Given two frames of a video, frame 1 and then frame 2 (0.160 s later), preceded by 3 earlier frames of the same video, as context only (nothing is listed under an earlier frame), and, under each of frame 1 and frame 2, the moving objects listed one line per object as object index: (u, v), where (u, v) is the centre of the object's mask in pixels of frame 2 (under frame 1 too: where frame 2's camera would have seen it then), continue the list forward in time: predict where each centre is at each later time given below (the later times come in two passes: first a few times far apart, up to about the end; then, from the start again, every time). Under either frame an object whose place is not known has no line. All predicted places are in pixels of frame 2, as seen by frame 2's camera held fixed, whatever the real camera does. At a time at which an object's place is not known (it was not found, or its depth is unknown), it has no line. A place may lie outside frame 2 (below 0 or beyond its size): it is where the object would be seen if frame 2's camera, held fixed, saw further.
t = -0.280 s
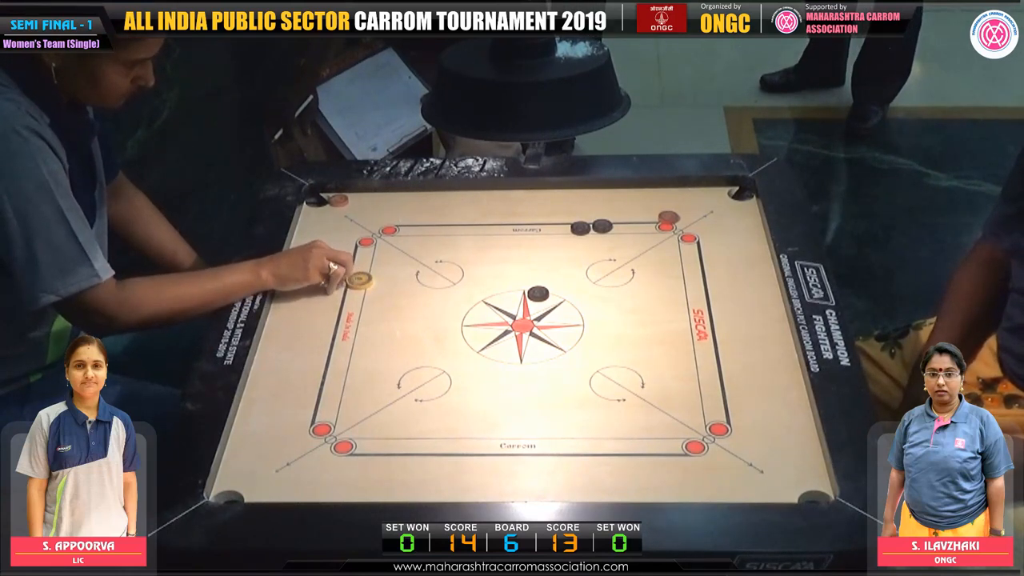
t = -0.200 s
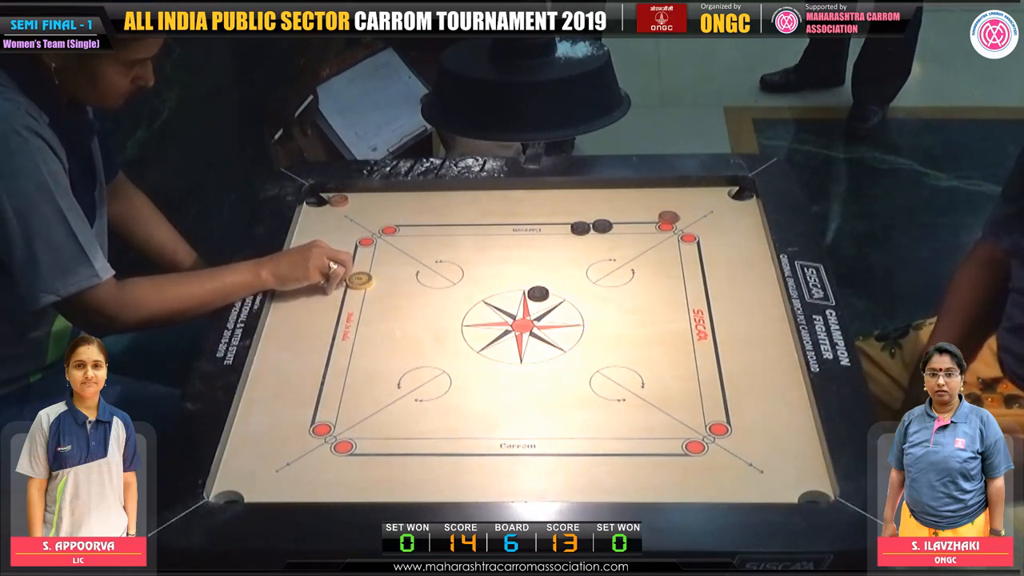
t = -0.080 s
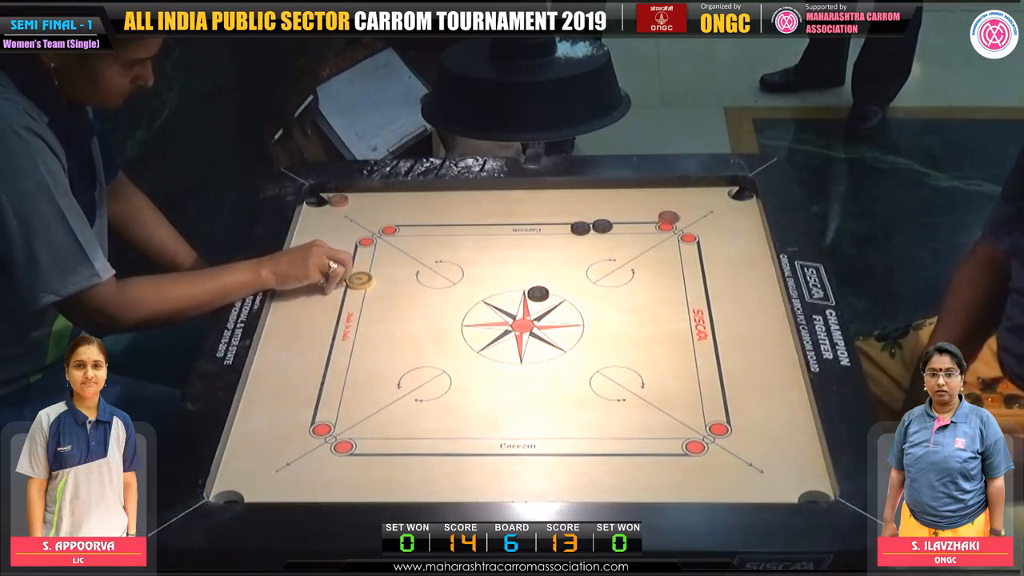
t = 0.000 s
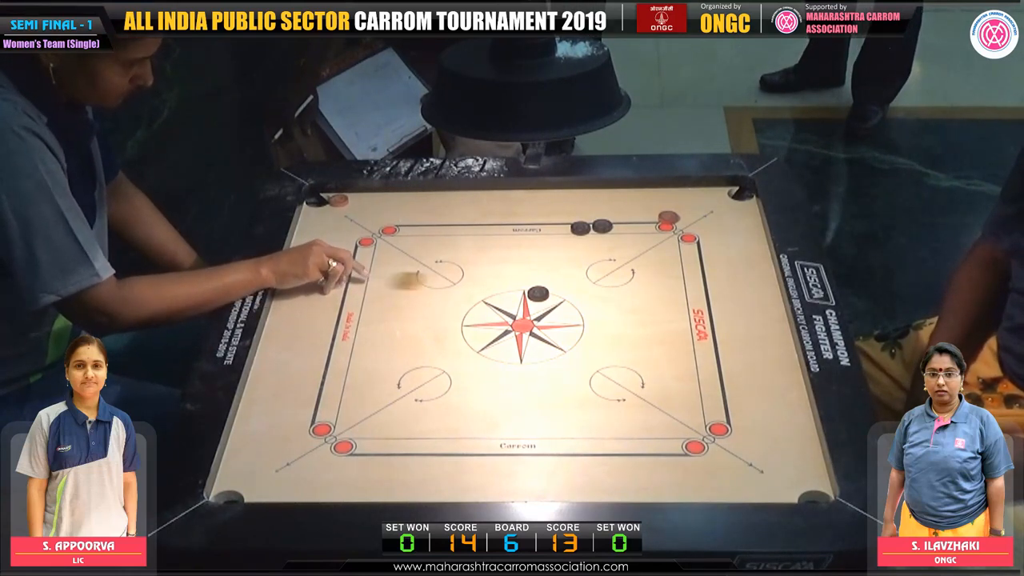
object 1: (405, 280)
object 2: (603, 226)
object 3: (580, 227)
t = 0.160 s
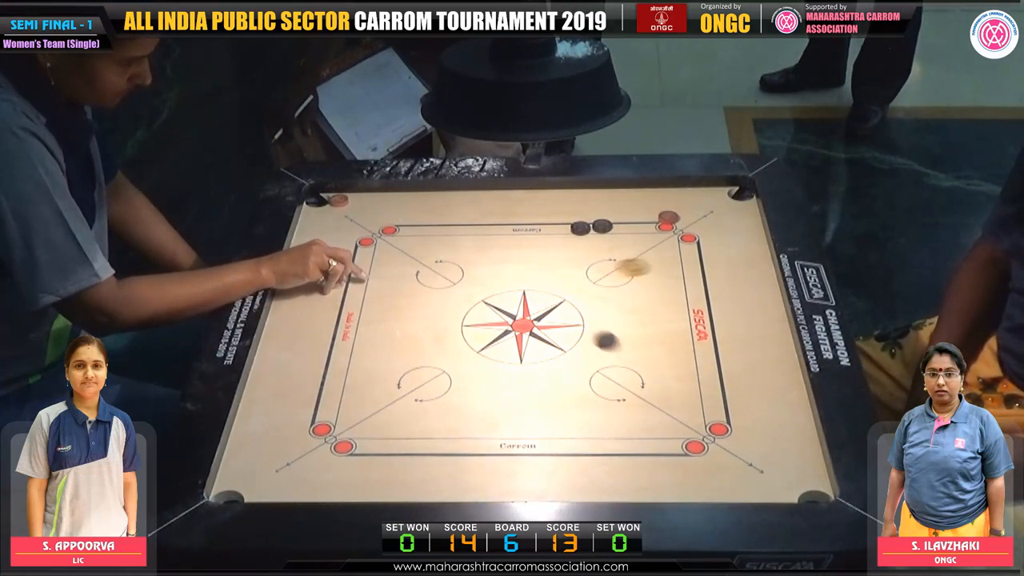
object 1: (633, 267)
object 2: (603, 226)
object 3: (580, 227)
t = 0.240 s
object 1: (725, 254)
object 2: (603, 226)
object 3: (580, 227)
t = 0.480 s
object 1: (576, 241)
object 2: (581, 203)
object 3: (561, 225)
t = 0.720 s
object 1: (467, 261)
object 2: (529, 242)
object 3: (473, 207)
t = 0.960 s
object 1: (395, 274)
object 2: (495, 280)
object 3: (432, 201)
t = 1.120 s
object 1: (369, 278)
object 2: (486, 291)
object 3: (426, 201)
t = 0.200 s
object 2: (603, 226)
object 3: (580, 227)
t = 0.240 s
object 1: (725, 254)
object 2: (603, 226)
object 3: (580, 227)
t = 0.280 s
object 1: (745, 248)
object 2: (603, 226)
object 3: (580, 227)
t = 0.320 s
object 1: (705, 245)
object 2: (603, 226)
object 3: (580, 227)
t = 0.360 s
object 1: (666, 240)
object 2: (603, 226)
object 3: (580, 227)
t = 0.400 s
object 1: (629, 238)
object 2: (603, 226)
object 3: (580, 227)
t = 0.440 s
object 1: (599, 238)
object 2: (593, 216)
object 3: (576, 228)
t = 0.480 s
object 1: (576, 241)
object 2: (581, 203)
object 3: (561, 225)
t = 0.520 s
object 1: (556, 245)
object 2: (569, 193)
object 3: (543, 221)
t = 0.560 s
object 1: (536, 248)
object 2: (561, 203)
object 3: (526, 218)
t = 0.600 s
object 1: (517, 252)
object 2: (552, 214)
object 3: (511, 215)
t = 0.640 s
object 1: (499, 255)
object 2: (544, 223)
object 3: (497, 212)
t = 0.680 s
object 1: (483, 258)
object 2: (536, 233)
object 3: (485, 210)
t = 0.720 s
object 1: (467, 261)
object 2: (529, 242)
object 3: (473, 207)
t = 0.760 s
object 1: (452, 264)
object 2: (522, 250)
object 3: (463, 206)
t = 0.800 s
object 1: (439, 266)
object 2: (516, 257)
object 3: (455, 204)
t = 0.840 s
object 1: (427, 268)
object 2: (509, 265)
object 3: (447, 203)
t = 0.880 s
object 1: (415, 271)
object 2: (504, 270)
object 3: (441, 202)
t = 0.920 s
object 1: (405, 272)
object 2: (499, 276)
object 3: (436, 201)
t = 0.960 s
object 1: (395, 274)
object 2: (495, 280)
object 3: (432, 201)
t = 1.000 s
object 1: (387, 275)
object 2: (492, 284)
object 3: (429, 201)
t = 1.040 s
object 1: (380, 276)
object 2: (489, 287)
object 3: (427, 201)
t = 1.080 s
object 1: (375, 277)
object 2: (488, 290)
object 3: (426, 201)
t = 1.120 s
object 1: (369, 278)
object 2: (486, 291)
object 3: (426, 201)
